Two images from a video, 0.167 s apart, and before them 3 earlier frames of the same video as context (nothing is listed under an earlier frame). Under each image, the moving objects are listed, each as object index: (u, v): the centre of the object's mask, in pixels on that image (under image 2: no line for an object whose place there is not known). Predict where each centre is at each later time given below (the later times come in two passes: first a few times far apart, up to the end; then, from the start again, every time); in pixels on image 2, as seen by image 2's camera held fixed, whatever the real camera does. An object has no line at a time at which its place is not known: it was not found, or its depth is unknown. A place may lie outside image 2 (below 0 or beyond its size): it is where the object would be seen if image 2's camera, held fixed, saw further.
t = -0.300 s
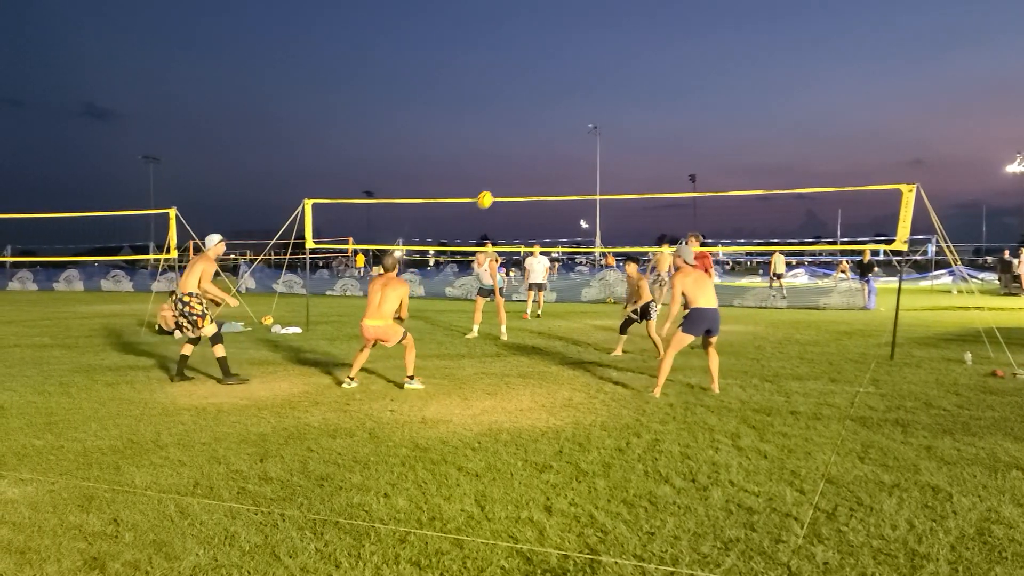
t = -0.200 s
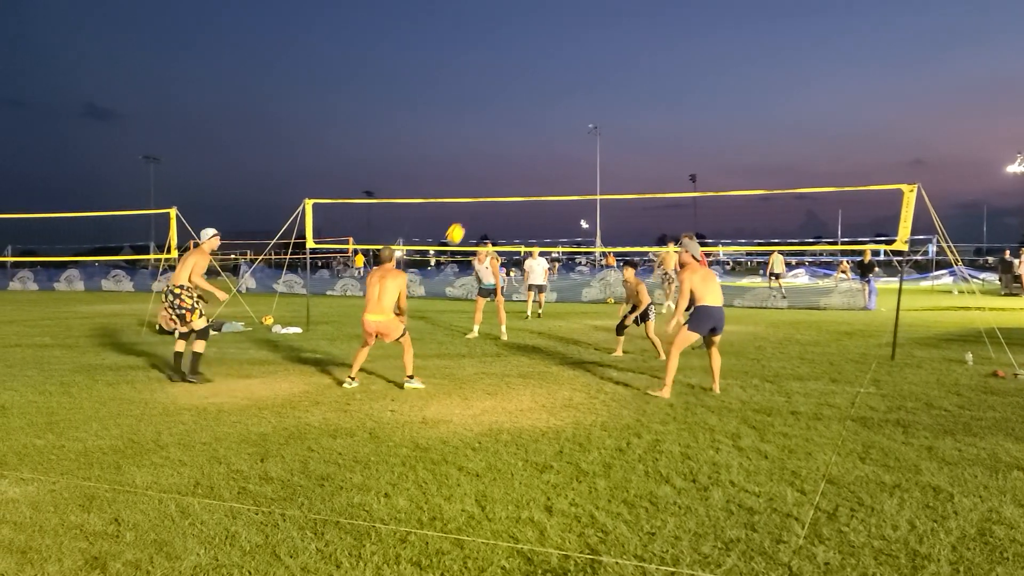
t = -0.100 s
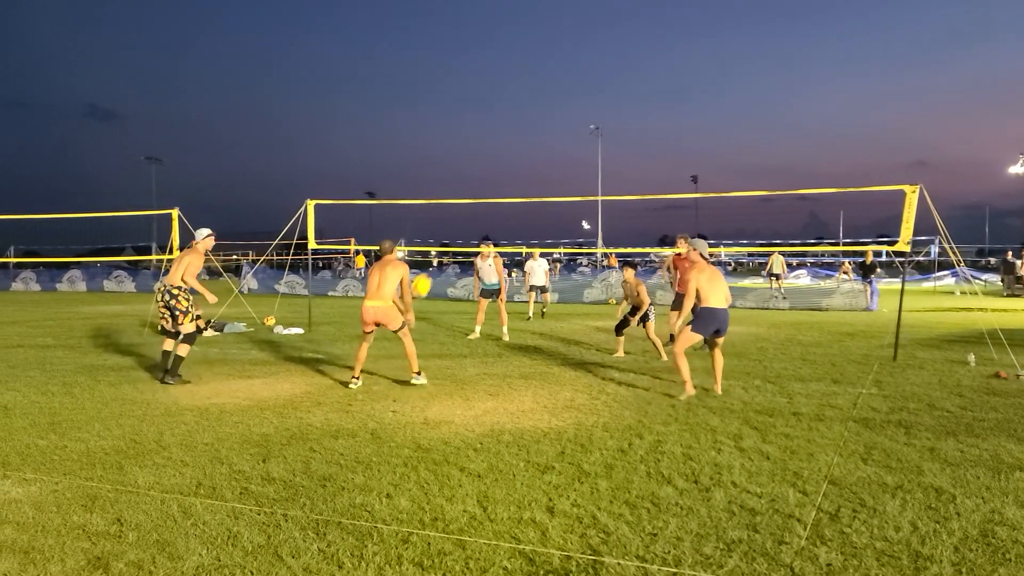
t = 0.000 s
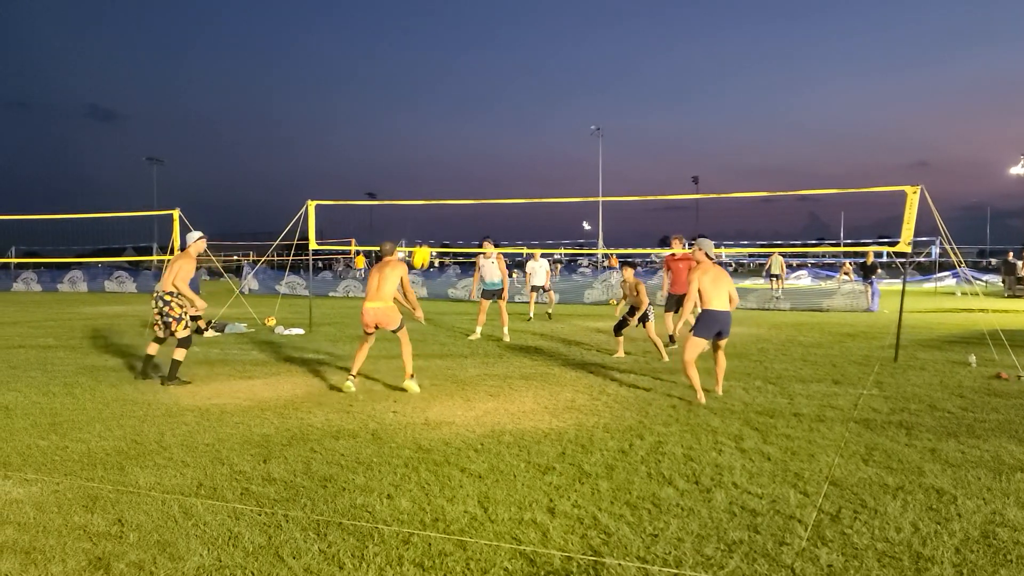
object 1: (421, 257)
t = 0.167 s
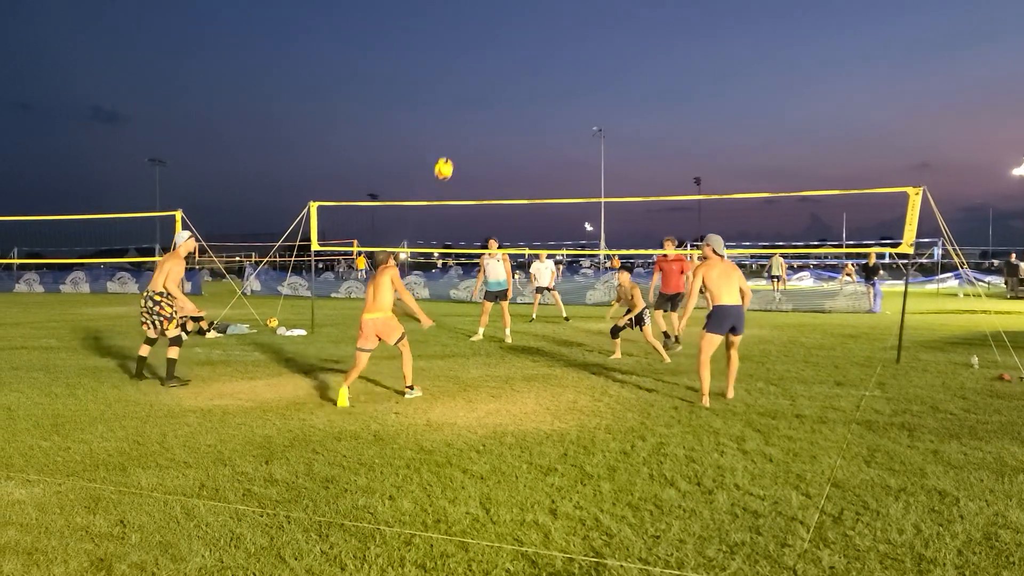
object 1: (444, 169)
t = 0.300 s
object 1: (458, 119)
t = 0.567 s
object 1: (485, 68)
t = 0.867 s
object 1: (510, 77)
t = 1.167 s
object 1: (533, 142)
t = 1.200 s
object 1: (535, 152)
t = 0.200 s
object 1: (447, 154)
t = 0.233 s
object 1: (451, 141)
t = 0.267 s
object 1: (454, 129)
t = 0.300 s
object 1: (458, 119)
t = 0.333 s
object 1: (462, 109)
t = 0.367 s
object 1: (465, 100)
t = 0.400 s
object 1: (468, 93)
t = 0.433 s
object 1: (472, 86)
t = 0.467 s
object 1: (475, 80)
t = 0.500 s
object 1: (478, 75)
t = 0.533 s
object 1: (481, 72)
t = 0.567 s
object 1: (485, 68)
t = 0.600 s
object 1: (487, 66)
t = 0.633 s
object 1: (491, 64)
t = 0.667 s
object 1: (494, 64)
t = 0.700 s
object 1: (496, 64)
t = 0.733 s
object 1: (499, 65)
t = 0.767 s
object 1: (502, 67)
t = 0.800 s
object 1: (505, 70)
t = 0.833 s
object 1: (507, 73)
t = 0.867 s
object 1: (510, 77)
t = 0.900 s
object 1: (513, 81)
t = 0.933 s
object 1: (515, 87)
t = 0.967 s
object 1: (518, 93)
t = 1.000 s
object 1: (521, 100)
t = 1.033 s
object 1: (523, 107)
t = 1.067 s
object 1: (526, 115)
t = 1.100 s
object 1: (528, 123)
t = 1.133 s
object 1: (530, 132)
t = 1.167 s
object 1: (533, 142)
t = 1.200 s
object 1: (535, 152)
